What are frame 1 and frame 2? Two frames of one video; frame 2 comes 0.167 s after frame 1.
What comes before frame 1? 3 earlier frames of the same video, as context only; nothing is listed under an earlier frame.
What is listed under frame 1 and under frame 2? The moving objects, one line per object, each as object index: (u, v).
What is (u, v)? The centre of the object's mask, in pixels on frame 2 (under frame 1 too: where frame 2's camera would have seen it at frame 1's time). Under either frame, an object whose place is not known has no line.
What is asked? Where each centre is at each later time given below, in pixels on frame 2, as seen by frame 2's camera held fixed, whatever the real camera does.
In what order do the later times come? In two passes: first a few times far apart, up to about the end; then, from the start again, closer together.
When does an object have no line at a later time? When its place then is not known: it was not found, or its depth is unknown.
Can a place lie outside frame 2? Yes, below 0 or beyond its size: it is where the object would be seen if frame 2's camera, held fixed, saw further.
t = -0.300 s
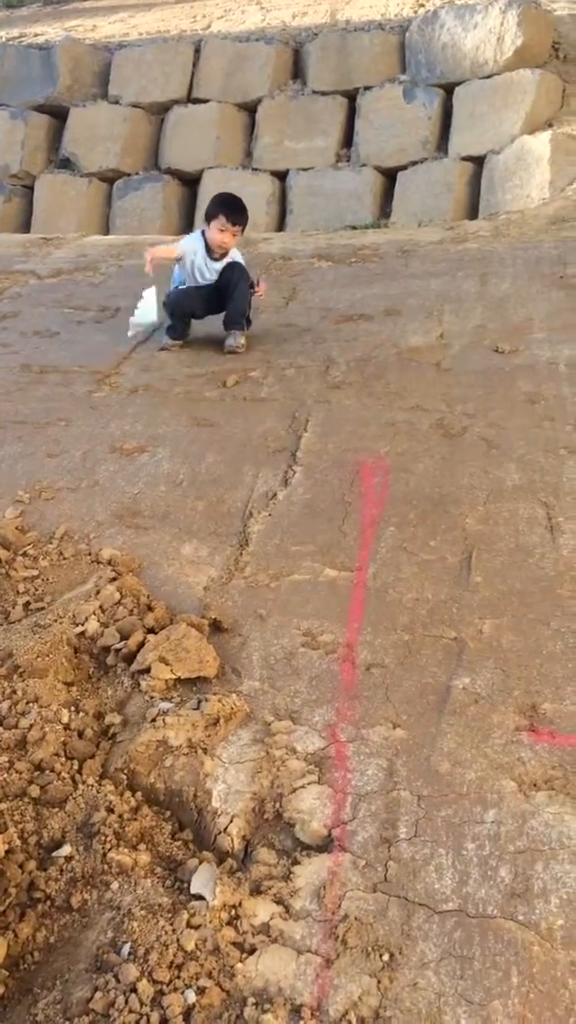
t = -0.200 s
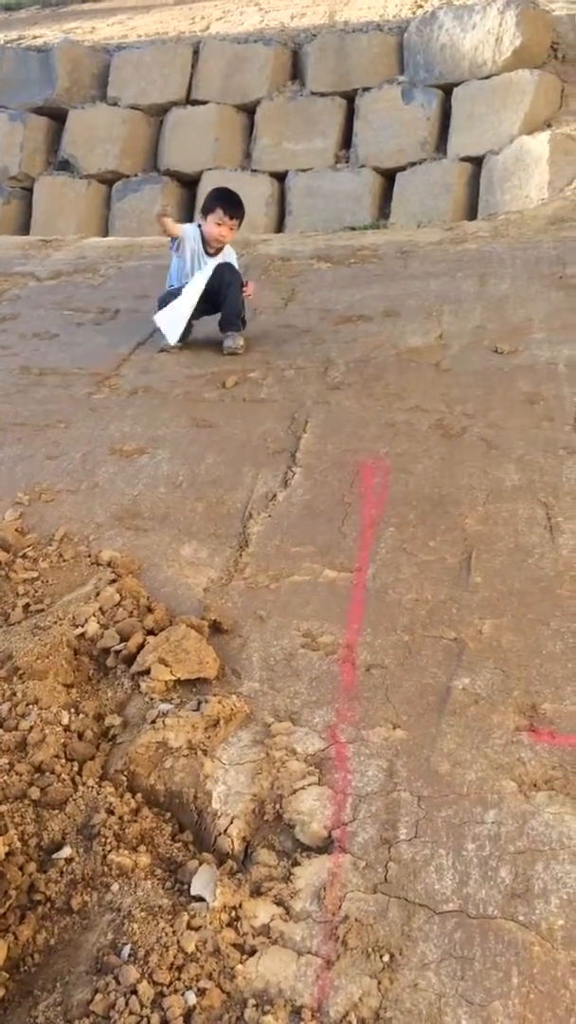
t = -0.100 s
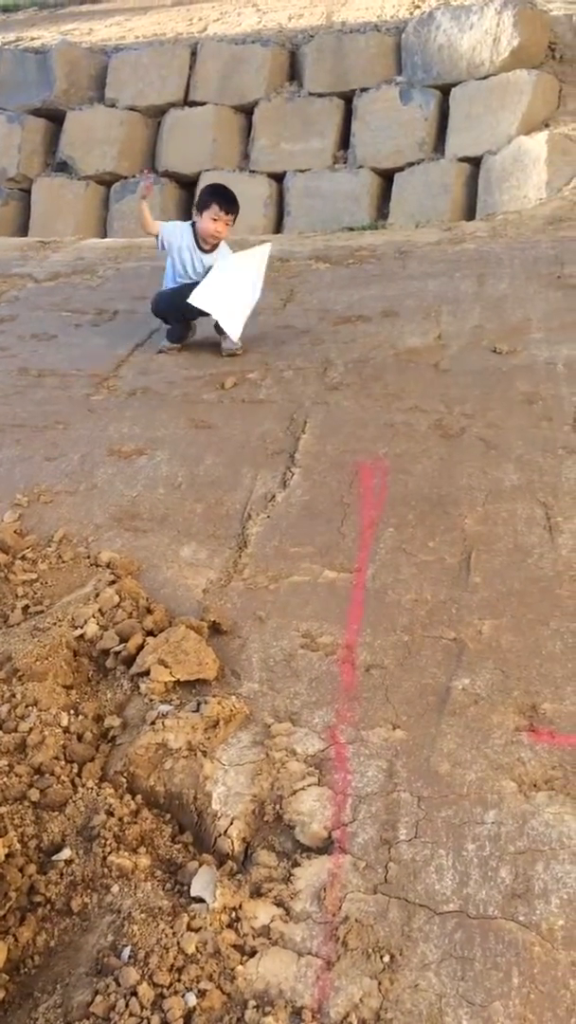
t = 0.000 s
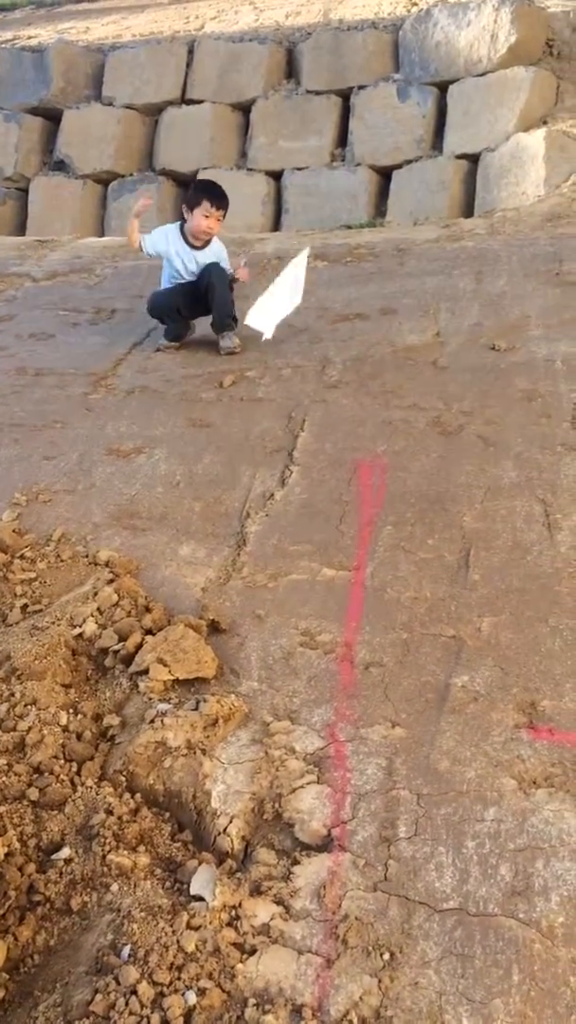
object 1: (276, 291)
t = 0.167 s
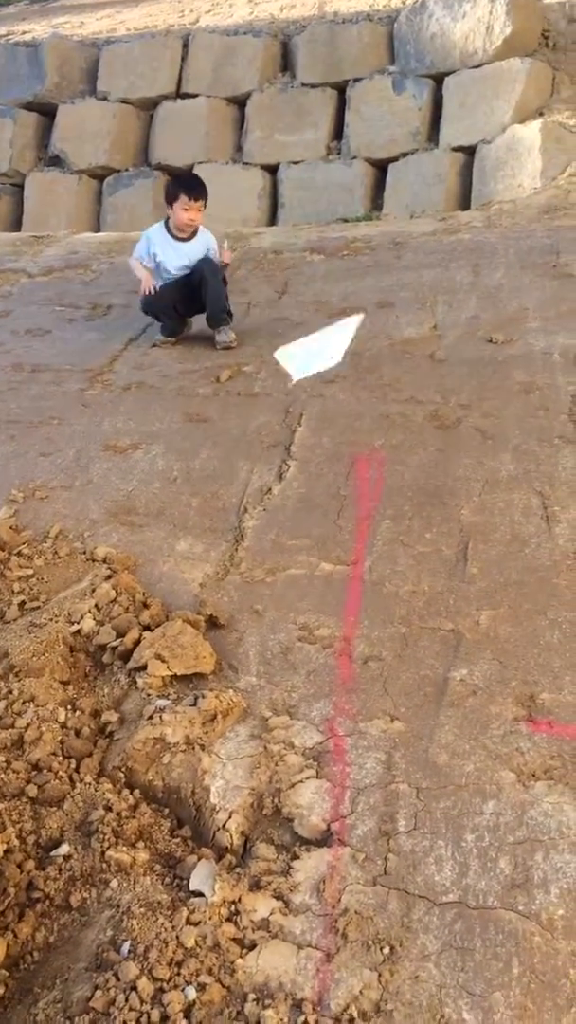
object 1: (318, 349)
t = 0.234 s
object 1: (324, 379)
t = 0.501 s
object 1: (338, 427)
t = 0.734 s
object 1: (338, 427)
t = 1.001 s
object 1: (338, 427)
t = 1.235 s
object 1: (338, 427)
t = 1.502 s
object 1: (337, 428)
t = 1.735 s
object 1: (337, 428)
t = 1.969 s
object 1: (337, 428)
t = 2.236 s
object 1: (338, 428)
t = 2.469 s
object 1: (337, 428)
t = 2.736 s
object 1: (337, 428)
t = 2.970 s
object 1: (337, 428)
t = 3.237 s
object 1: (337, 428)
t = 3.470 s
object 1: (337, 428)
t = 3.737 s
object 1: (338, 428)
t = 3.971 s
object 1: (338, 428)
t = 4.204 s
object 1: (338, 428)
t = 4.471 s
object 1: (338, 428)
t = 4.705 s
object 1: (337, 428)
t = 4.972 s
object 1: (337, 428)
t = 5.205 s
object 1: (337, 428)
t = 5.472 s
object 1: (338, 428)
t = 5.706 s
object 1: (337, 428)
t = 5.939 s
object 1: (337, 428)
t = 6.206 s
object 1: (337, 428)
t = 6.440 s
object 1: (338, 428)
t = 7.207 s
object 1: (338, 429)
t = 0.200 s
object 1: (322, 364)
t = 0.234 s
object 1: (324, 379)
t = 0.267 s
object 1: (327, 393)
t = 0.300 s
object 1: (330, 406)
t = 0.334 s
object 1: (334, 418)
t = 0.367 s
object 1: (336, 424)
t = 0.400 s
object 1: (339, 426)
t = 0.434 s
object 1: (339, 426)
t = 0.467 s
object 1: (338, 426)
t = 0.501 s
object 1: (338, 427)
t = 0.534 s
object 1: (337, 427)
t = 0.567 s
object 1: (337, 427)
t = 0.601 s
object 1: (337, 428)
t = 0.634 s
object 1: (338, 428)
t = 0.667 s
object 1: (337, 427)
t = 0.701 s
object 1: (338, 427)
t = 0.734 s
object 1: (338, 427)
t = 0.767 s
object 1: (338, 427)
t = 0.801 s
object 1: (338, 427)
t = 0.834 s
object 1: (338, 426)
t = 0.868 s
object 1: (338, 427)
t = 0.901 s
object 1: (338, 427)
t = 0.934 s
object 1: (338, 427)
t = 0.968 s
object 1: (338, 427)
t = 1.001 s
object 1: (338, 427)
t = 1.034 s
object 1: (338, 427)
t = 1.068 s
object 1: (338, 427)
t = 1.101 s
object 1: (338, 427)
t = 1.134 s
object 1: (338, 427)
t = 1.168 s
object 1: (338, 427)
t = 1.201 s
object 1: (338, 427)
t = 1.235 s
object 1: (338, 427)
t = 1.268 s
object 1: (338, 427)
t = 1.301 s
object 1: (338, 428)
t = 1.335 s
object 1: (338, 428)
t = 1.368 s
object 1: (337, 428)
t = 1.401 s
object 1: (337, 428)
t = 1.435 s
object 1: (337, 428)
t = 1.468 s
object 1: (337, 428)
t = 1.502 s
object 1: (337, 428)
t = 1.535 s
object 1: (337, 428)
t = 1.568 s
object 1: (337, 428)
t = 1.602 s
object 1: (337, 428)
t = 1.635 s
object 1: (337, 428)
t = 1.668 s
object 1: (337, 428)
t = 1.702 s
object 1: (337, 428)
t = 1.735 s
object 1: (337, 428)
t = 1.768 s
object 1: (337, 428)
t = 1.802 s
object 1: (337, 428)
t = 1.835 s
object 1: (337, 428)
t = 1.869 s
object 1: (337, 428)
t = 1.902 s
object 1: (337, 428)
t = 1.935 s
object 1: (337, 428)
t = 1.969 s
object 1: (337, 428)
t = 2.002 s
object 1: (337, 428)
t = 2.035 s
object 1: (337, 428)
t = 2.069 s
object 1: (337, 428)
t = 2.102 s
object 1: (337, 428)
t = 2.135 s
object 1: (337, 428)
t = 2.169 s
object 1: (337, 428)
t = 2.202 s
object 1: (338, 428)
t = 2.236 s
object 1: (338, 428)
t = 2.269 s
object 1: (337, 428)
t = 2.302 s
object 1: (337, 428)
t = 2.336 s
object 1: (337, 428)
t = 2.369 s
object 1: (337, 428)
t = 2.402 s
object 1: (337, 428)
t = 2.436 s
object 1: (337, 428)
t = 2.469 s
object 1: (337, 428)
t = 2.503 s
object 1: (337, 428)
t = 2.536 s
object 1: (337, 428)
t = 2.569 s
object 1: (337, 428)
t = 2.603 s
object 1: (337, 428)
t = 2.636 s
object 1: (337, 428)
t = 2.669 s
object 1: (337, 428)
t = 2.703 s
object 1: (337, 428)
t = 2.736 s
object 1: (337, 428)
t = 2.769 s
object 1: (338, 428)
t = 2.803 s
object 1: (337, 428)
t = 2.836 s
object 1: (337, 428)
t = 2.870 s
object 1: (337, 428)
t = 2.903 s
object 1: (337, 428)
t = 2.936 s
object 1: (337, 428)
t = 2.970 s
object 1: (337, 428)
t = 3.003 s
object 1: (337, 428)
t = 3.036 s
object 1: (337, 428)
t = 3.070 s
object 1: (338, 428)
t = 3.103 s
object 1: (337, 428)
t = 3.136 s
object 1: (337, 428)
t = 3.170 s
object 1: (337, 428)
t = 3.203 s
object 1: (337, 428)
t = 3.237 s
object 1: (337, 428)
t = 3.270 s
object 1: (337, 428)
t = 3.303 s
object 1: (337, 428)
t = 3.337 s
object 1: (337, 428)
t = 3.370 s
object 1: (338, 428)
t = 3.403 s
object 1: (337, 428)
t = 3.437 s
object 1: (337, 428)
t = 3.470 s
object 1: (337, 428)
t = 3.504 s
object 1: (338, 428)
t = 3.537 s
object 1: (338, 428)
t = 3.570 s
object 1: (338, 428)
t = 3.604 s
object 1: (338, 428)
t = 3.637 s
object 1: (338, 428)
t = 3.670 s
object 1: (338, 428)
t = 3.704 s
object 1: (338, 428)
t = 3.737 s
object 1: (338, 428)
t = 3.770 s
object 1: (338, 428)
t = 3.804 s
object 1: (338, 428)
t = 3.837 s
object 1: (338, 428)
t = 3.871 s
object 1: (338, 428)
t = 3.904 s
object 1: (338, 428)
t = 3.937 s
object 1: (338, 428)
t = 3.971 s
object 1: (338, 428)
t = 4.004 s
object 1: (338, 428)
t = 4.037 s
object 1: (338, 428)
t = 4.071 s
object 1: (338, 429)
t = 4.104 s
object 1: (338, 429)
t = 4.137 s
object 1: (338, 429)
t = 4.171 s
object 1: (338, 429)
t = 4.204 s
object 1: (338, 428)
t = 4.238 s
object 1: (338, 428)
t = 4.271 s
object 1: (338, 428)
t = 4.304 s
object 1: (338, 428)
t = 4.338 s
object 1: (338, 428)
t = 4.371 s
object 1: (338, 428)
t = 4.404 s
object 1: (338, 428)
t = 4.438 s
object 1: (338, 428)
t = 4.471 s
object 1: (338, 428)
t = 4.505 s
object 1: (338, 428)
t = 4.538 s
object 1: (338, 428)
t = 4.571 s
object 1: (337, 428)
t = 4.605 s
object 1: (337, 428)
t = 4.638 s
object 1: (337, 428)
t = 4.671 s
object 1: (337, 428)
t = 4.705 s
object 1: (337, 428)
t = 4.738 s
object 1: (337, 428)
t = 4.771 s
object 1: (337, 428)
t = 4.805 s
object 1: (337, 428)
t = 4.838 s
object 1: (337, 428)
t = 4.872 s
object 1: (337, 428)
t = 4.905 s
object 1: (337, 428)
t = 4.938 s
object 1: (337, 428)
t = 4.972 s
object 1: (337, 428)
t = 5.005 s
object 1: (337, 428)
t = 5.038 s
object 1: (337, 428)
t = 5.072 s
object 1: (337, 428)
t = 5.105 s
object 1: (338, 428)
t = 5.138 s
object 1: (338, 428)
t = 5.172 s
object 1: (338, 428)
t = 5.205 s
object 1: (337, 428)
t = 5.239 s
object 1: (337, 428)
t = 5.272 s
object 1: (338, 428)
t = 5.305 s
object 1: (338, 428)
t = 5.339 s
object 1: (337, 428)
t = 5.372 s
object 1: (337, 428)
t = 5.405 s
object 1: (338, 428)
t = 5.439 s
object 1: (338, 428)
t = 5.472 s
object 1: (338, 428)
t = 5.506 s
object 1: (337, 428)
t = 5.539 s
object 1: (337, 428)
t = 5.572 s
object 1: (338, 428)
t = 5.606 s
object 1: (337, 428)
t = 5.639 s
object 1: (337, 428)
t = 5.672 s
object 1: (337, 428)
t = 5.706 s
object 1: (337, 428)
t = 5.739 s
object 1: (337, 428)
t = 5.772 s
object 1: (338, 428)
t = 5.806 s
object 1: (338, 428)
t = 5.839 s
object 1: (337, 428)
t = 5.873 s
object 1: (338, 428)
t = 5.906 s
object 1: (337, 428)
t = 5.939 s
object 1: (337, 428)
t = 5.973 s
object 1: (338, 428)
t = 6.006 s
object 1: (337, 428)
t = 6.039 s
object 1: (338, 428)
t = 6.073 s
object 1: (337, 428)
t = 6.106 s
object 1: (338, 428)
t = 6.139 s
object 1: (338, 428)
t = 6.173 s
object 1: (337, 428)
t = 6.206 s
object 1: (337, 428)
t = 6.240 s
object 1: (337, 428)
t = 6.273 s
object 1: (337, 428)
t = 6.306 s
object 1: (337, 428)
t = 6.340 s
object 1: (337, 428)
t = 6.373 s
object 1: (337, 428)
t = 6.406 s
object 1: (337, 428)
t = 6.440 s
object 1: (338, 428)
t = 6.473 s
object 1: (337, 428)
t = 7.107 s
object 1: (338, 428)
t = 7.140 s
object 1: (339, 428)
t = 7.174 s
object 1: (338, 428)
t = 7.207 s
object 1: (338, 429)
